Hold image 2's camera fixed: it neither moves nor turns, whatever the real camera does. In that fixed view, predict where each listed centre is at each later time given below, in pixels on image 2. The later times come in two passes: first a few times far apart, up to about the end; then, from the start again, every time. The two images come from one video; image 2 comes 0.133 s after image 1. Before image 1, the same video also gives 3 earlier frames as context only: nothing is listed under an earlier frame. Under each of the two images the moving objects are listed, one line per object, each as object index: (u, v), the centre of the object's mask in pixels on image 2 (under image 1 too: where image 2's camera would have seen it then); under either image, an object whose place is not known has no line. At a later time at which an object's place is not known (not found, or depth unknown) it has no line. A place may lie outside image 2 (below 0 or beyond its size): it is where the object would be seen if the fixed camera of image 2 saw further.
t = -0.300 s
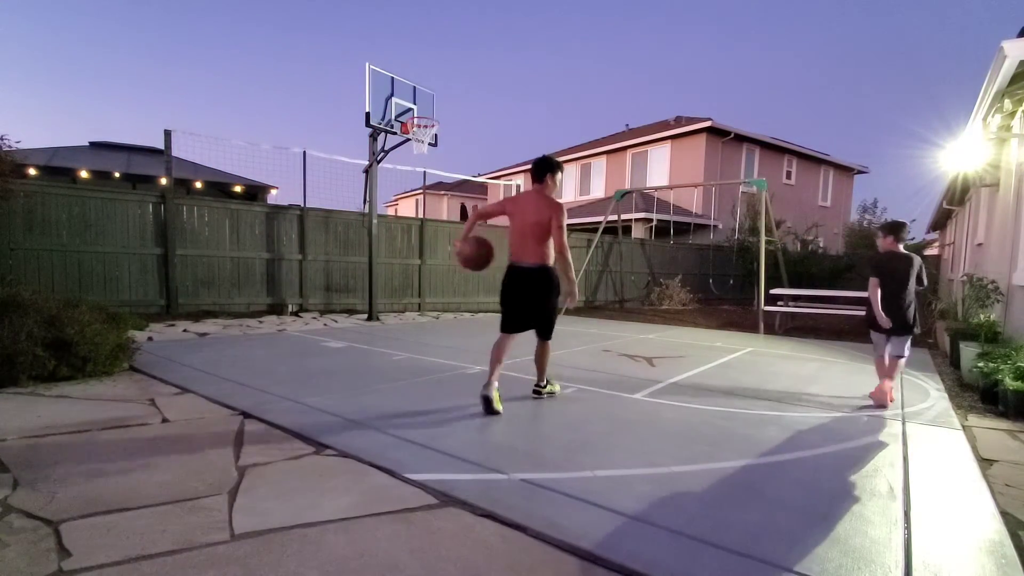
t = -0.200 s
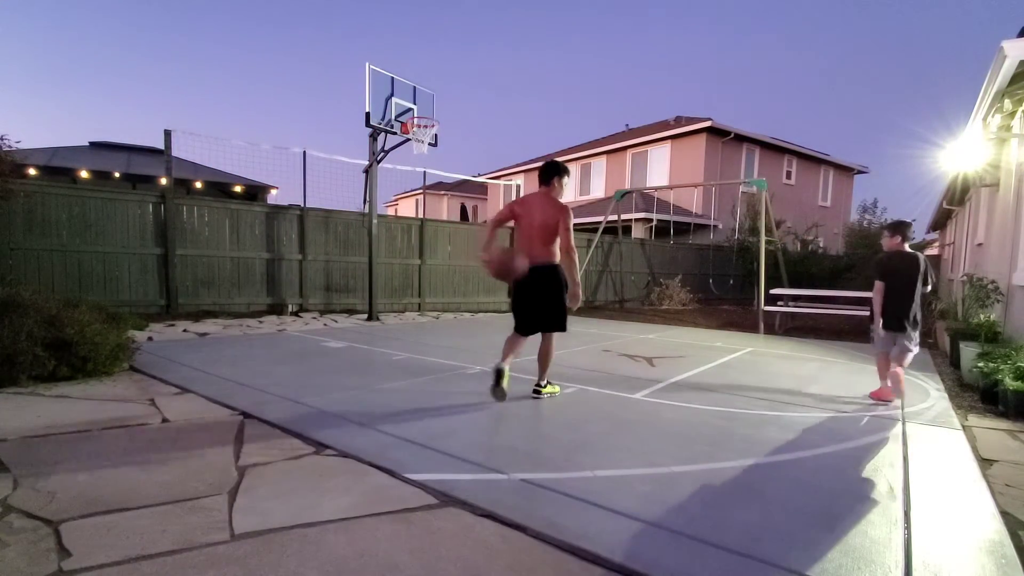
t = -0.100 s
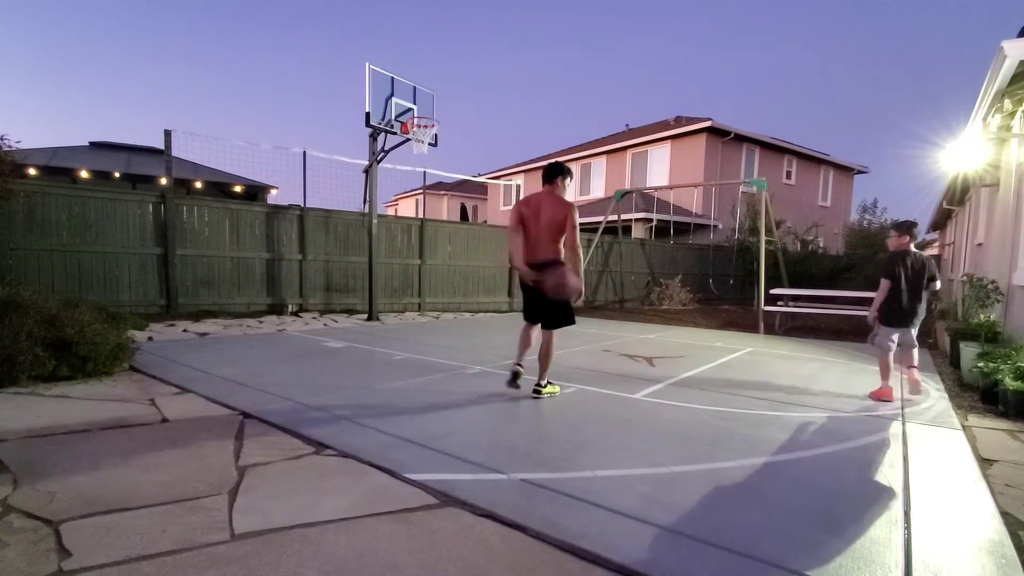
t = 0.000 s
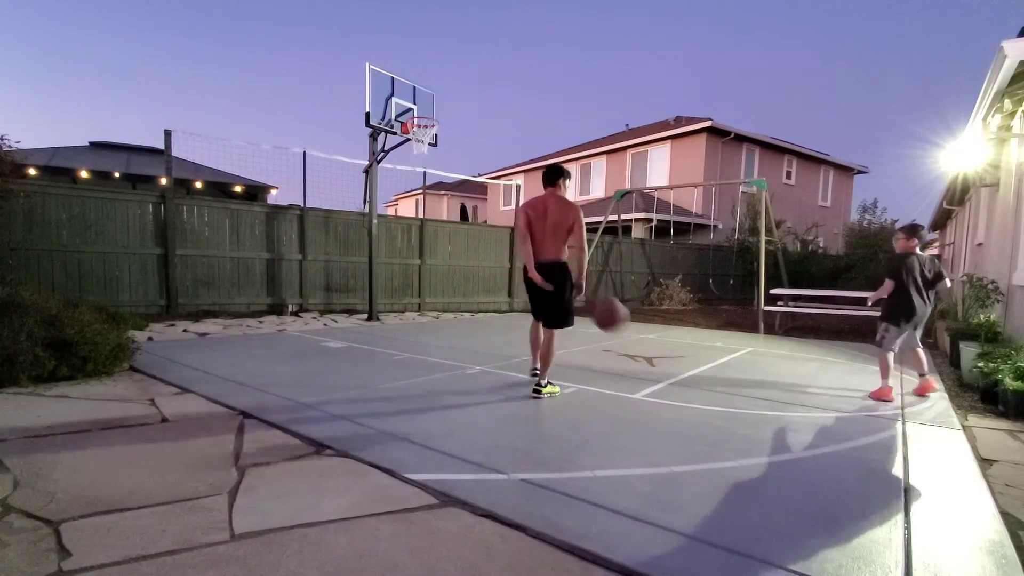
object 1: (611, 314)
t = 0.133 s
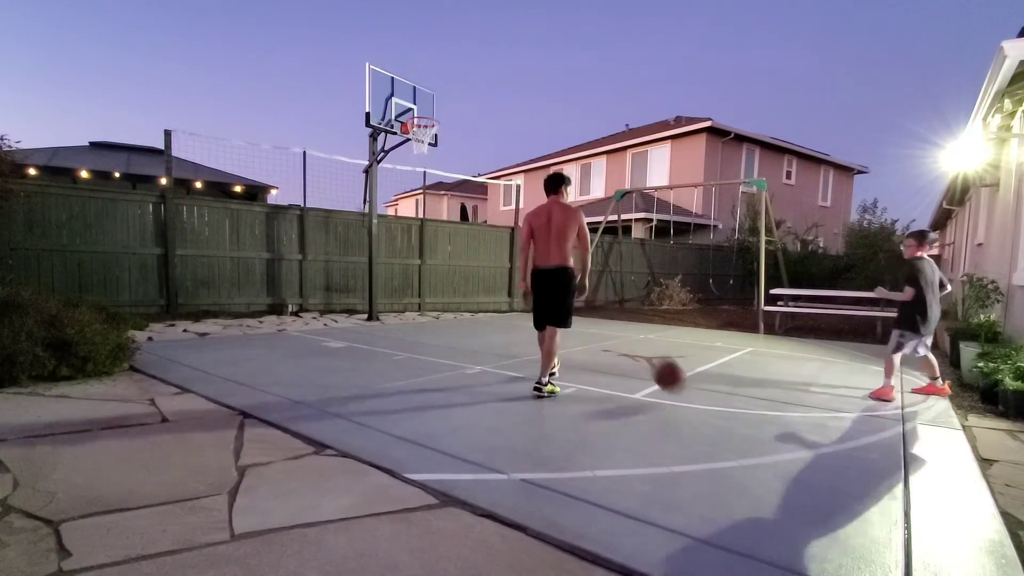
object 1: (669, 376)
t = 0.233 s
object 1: (702, 360)
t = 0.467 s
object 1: (766, 316)
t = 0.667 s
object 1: (814, 333)
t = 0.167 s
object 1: (681, 386)
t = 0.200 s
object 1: (691, 372)
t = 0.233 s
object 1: (702, 360)
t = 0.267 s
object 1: (711, 348)
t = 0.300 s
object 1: (723, 337)
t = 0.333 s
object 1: (733, 329)
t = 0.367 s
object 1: (742, 323)
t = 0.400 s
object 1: (749, 319)
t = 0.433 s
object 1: (758, 317)
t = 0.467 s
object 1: (766, 316)
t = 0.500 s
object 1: (776, 316)
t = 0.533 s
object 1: (783, 316)
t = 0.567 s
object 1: (791, 319)
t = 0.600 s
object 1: (800, 322)
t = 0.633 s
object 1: (806, 327)
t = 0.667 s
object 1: (814, 333)
